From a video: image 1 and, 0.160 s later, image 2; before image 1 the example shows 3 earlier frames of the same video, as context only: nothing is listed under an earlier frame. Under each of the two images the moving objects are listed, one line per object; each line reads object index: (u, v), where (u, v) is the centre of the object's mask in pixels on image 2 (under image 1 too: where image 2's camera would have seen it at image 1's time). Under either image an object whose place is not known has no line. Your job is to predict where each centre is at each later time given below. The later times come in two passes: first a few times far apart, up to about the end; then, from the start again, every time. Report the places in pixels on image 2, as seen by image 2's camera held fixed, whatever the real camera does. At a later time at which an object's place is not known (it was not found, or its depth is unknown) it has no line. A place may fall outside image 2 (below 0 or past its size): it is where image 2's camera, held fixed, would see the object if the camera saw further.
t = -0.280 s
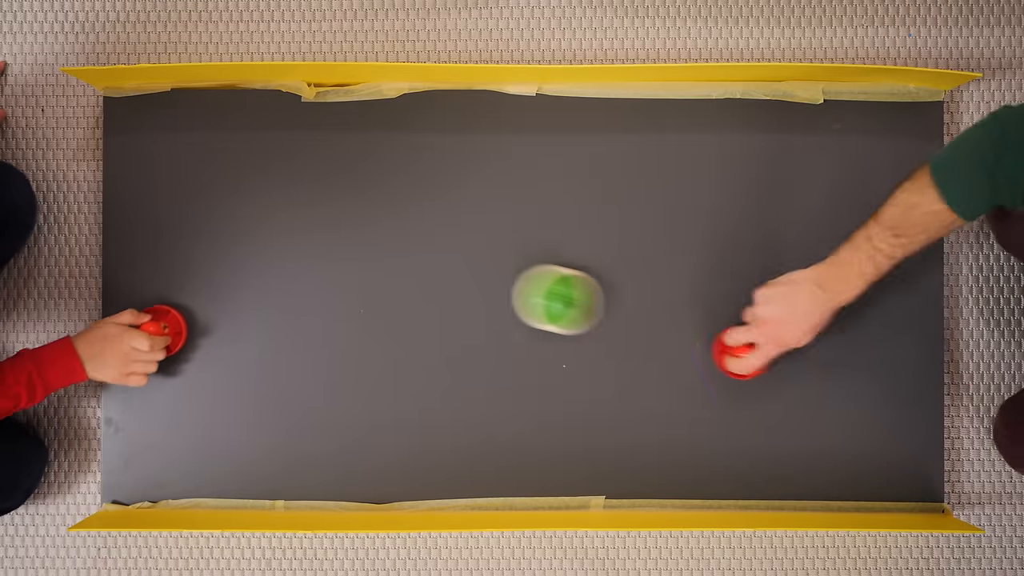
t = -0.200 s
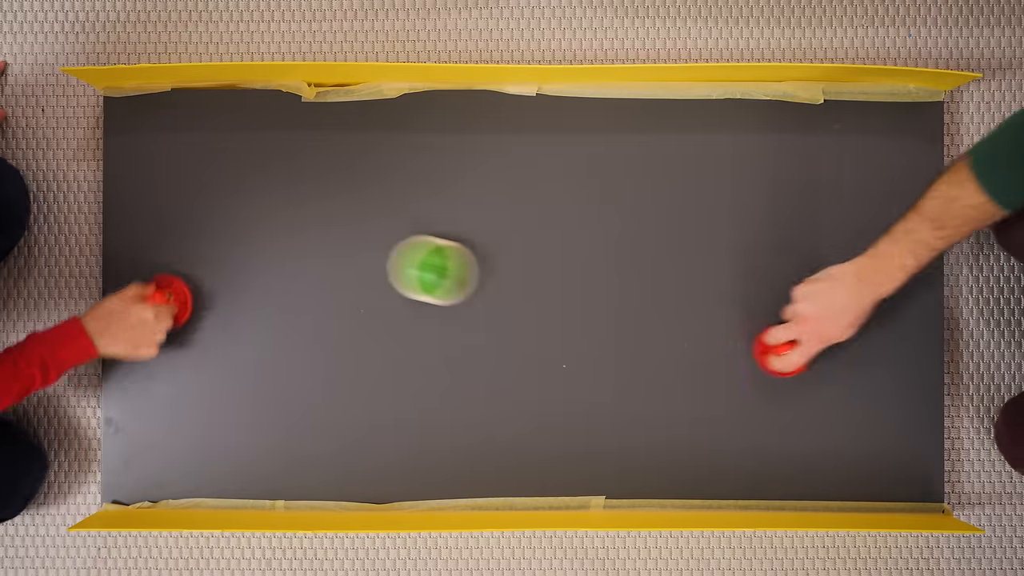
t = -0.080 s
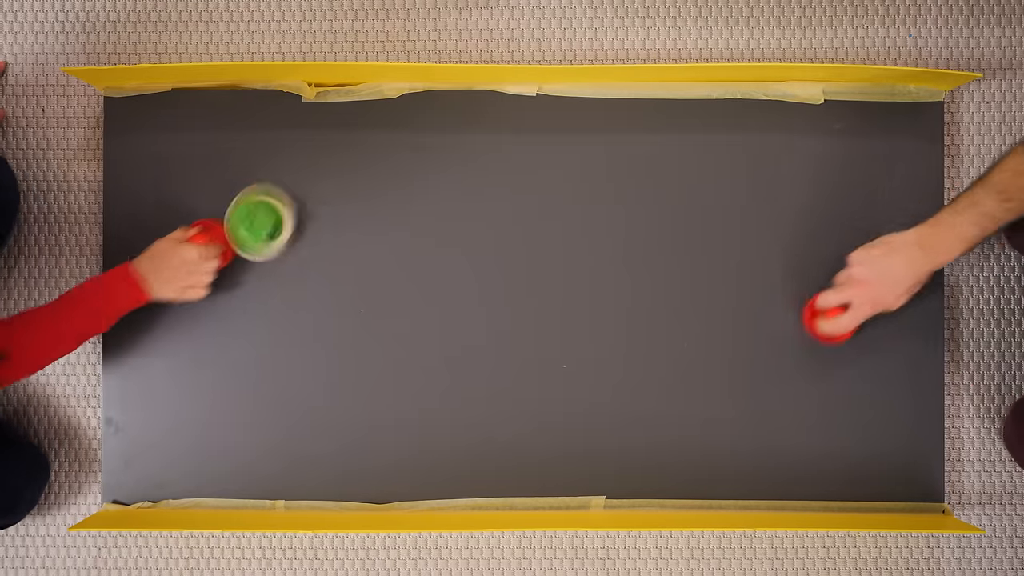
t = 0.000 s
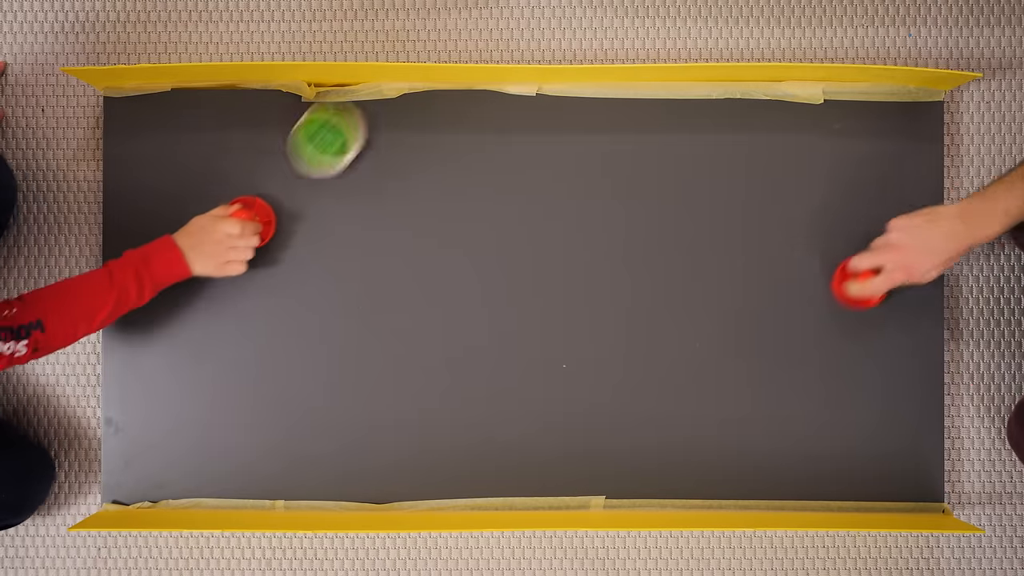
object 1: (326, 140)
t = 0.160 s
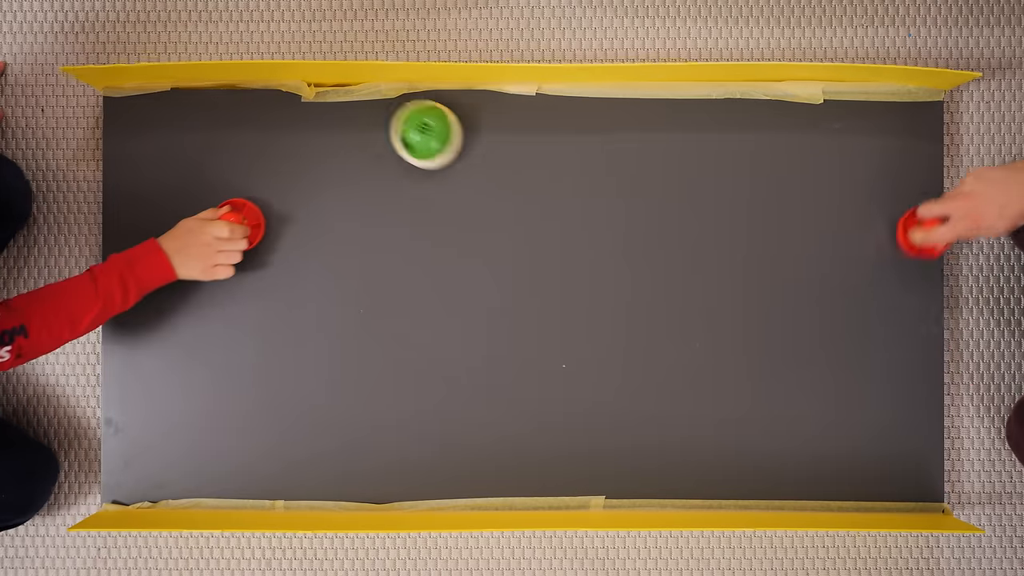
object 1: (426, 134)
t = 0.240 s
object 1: (465, 154)
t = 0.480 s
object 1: (579, 210)
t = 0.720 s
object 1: (694, 264)
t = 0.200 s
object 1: (446, 144)
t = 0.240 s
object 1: (465, 154)
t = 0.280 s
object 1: (484, 163)
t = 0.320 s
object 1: (503, 172)
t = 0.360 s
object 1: (522, 182)
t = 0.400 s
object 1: (541, 191)
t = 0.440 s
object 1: (560, 200)
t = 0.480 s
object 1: (579, 210)
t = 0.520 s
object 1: (598, 219)
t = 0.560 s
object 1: (617, 228)
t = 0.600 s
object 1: (637, 237)
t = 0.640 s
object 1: (656, 246)
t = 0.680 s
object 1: (675, 255)
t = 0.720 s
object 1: (694, 264)
